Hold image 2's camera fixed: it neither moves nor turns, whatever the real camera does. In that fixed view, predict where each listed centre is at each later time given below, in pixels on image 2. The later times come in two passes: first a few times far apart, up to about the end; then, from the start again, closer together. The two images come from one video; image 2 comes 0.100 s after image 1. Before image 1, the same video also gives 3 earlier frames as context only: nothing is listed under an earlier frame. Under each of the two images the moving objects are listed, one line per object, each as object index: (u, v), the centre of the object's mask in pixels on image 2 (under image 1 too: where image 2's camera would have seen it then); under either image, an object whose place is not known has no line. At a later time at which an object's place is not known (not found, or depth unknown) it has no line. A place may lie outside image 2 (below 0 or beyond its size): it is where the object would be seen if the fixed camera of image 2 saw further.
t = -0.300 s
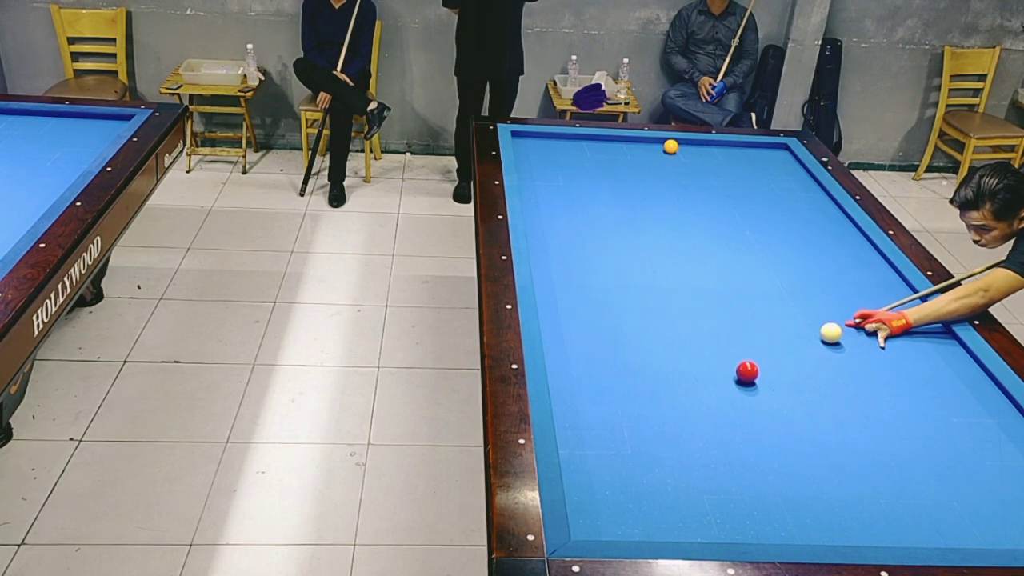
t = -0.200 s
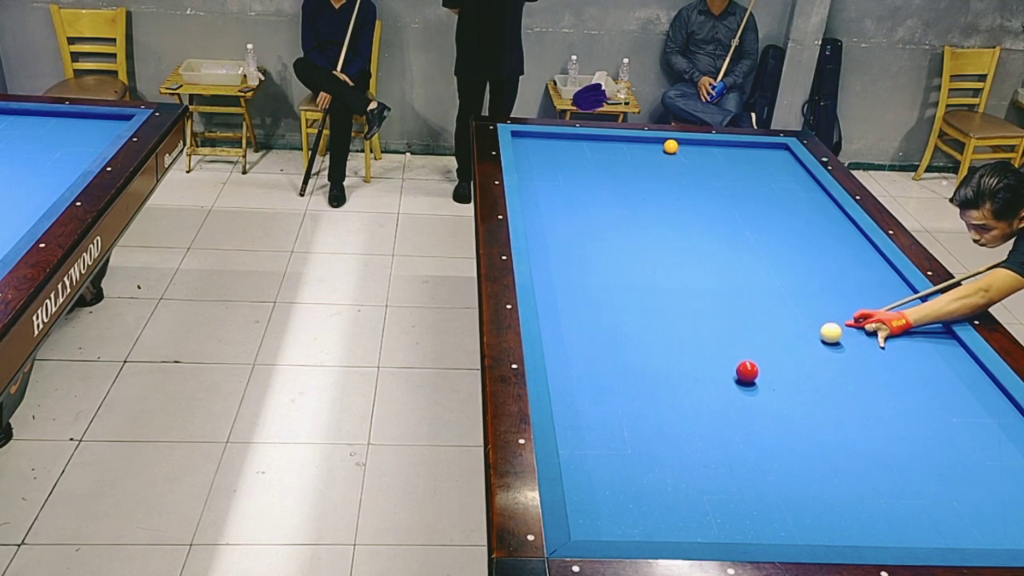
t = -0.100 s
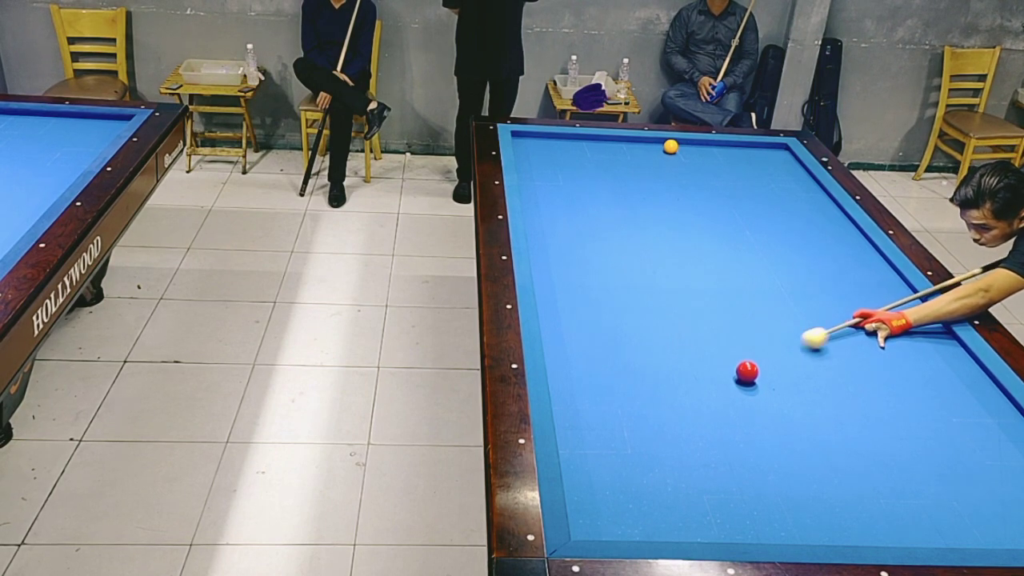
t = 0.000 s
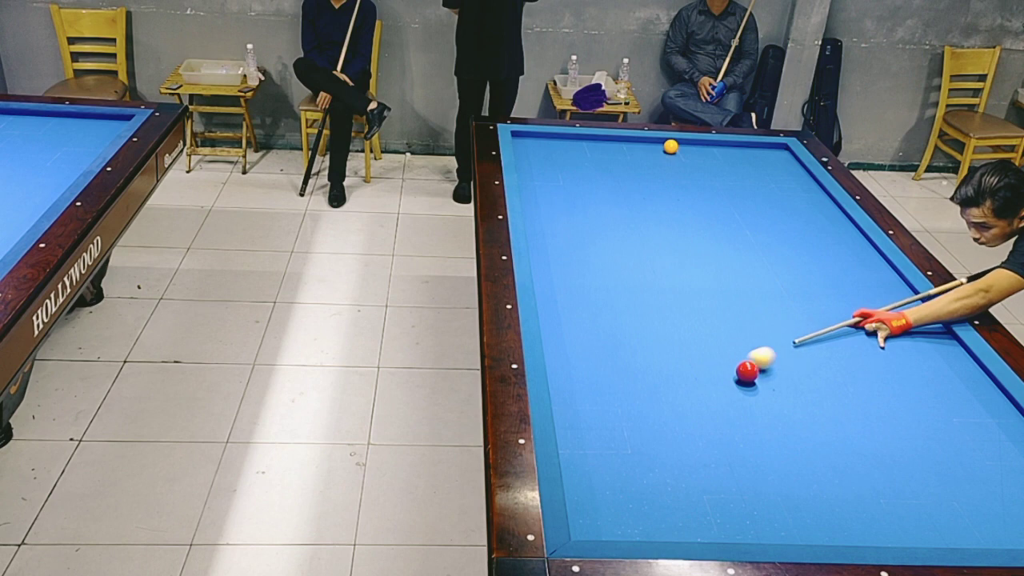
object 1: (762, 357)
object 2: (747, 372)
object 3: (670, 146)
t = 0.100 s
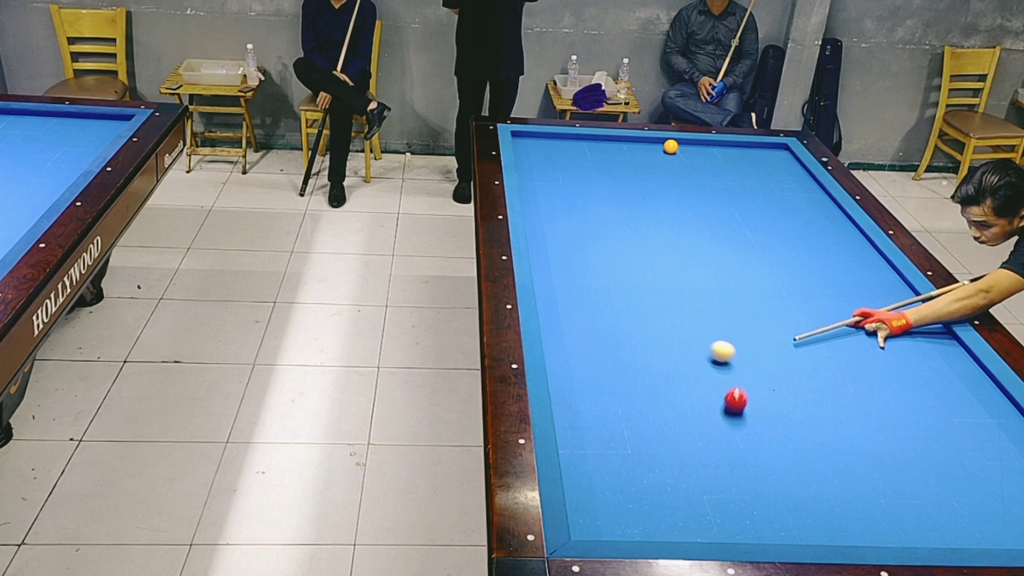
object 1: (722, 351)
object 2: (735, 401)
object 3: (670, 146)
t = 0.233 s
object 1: (686, 339)
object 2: (717, 446)
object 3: (670, 146)
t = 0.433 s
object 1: (639, 322)
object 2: (689, 516)
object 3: (670, 146)
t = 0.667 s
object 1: (589, 303)
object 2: (645, 488)
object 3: (670, 146)
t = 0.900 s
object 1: (543, 286)
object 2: (608, 447)
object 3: (670, 146)
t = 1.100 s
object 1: (559, 267)
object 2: (580, 416)
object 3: (670, 146)
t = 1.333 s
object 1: (576, 247)
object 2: (563, 384)
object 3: (670, 146)
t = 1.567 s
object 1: (591, 230)
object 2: (571, 360)
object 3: (670, 146)
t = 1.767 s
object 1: (603, 216)
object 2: (577, 340)
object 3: (670, 146)
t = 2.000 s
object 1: (616, 201)
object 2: (583, 320)
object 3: (670, 146)
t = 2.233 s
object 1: (627, 187)
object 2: (590, 300)
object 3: (670, 146)
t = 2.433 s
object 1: (636, 177)
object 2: (594, 285)
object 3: (670, 146)
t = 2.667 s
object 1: (647, 165)
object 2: (599, 270)
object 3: (670, 146)
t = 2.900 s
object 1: (656, 154)
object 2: (603, 255)
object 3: (671, 146)
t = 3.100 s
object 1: (658, 147)
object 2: (607, 243)
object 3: (676, 145)
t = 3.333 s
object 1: (653, 141)
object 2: (610, 230)
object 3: (688, 141)
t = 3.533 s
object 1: (657, 142)
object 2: (613, 220)
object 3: (697, 143)
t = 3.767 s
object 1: (664, 146)
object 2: (616, 209)
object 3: (706, 146)
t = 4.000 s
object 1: (671, 149)
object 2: (619, 199)
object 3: (716, 148)
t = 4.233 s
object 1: (677, 152)
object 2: (622, 189)
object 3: (725, 150)
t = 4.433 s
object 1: (683, 154)
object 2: (624, 181)
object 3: (732, 152)
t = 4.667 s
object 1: (689, 157)
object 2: (627, 173)
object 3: (740, 154)
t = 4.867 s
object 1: (694, 159)
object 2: (629, 166)
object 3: (747, 156)
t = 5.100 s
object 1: (699, 161)
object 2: (631, 159)
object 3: (754, 157)
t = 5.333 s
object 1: (704, 163)
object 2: (633, 152)
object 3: (761, 159)
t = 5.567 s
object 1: (709, 165)
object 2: (636, 145)
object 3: (767, 160)
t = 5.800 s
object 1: (714, 167)
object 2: (638, 140)
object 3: (774, 162)
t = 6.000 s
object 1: (717, 168)
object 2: (646, 143)
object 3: (778, 163)
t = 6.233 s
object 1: (721, 170)
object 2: (654, 147)
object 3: (783, 164)
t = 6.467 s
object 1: (724, 171)
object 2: (662, 151)
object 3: (788, 164)
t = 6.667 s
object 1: (727, 172)
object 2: (668, 154)
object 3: (791, 165)
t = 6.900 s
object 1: (729, 173)
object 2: (676, 158)
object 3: (795, 166)
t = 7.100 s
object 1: (731, 173)
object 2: (682, 161)
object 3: (798, 167)
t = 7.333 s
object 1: (733, 174)
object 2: (689, 164)
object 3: (800, 167)
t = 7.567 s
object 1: (734, 175)
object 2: (696, 167)
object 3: (799, 167)
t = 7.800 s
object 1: (735, 175)
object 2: (702, 171)
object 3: (798, 167)
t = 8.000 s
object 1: (735, 175)
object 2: (707, 173)
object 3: (798, 167)
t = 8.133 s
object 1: (735, 175)
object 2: (709, 174)
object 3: (798, 167)
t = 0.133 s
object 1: (712, 348)
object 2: (731, 412)
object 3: (670, 146)
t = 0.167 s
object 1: (702, 345)
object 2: (726, 423)
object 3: (670, 146)
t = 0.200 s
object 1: (694, 342)
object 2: (722, 435)
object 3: (670, 146)
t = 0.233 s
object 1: (686, 339)
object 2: (717, 446)
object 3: (670, 146)
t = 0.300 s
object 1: (670, 333)
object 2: (708, 468)
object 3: (670, 146)
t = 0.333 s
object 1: (662, 330)
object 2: (703, 480)
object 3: (670, 146)
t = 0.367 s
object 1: (655, 327)
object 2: (698, 491)
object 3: (670, 146)
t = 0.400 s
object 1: (647, 325)
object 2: (693, 504)
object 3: (670, 146)
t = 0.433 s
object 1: (639, 322)
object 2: (689, 516)
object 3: (670, 146)
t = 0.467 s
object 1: (632, 319)
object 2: (683, 528)
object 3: (670, 146)
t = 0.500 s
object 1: (625, 316)
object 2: (676, 529)
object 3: (670, 146)
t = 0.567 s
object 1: (610, 311)
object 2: (664, 510)
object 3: (670, 146)
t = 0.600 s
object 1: (603, 308)
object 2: (657, 502)
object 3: (670, 146)
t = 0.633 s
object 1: (596, 306)
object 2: (651, 494)
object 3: (670, 146)
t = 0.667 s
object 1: (589, 303)
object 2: (645, 488)
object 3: (670, 146)
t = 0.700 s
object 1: (582, 301)
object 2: (640, 482)
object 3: (670, 146)
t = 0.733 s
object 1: (575, 298)
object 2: (634, 476)
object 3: (670, 146)
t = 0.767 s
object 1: (568, 296)
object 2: (629, 470)
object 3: (670, 146)
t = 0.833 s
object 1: (555, 291)
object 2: (618, 458)
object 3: (670, 146)
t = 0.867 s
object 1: (548, 288)
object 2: (613, 452)
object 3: (670, 146)
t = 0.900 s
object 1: (543, 286)
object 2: (608, 447)
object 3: (670, 146)
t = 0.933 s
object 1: (546, 282)
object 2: (603, 442)
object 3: (670, 146)
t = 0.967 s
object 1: (549, 279)
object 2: (598, 436)
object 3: (670, 146)
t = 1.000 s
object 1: (552, 276)
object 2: (594, 431)
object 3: (670, 146)
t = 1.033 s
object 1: (554, 273)
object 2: (589, 426)
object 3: (670, 146)
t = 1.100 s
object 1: (559, 267)
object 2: (580, 416)
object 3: (670, 146)
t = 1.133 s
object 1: (562, 264)
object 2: (575, 411)
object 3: (671, 146)
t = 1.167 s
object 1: (564, 261)
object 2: (571, 406)
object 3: (670, 146)
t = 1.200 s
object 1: (566, 258)
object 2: (567, 401)
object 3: (670, 146)
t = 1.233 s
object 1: (569, 256)
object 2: (563, 396)
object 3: (670, 146)
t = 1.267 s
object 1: (571, 253)
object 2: (561, 392)
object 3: (670, 146)
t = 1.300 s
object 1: (574, 250)
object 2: (562, 388)
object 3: (670, 146)
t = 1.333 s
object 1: (576, 247)
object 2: (563, 384)
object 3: (670, 146)
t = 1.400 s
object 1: (580, 242)
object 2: (565, 377)
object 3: (670, 146)
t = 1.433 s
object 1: (583, 240)
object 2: (567, 373)
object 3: (670, 146)
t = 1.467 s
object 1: (585, 237)
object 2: (568, 370)
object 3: (670, 146)
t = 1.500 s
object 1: (587, 235)
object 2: (569, 366)
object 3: (670, 146)
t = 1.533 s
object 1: (589, 232)
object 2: (570, 363)
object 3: (670, 146)
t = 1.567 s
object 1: (591, 230)
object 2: (571, 360)
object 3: (670, 146)
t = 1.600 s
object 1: (593, 227)
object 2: (572, 356)
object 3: (670, 146)
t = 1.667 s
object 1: (597, 222)
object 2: (574, 350)
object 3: (670, 146)
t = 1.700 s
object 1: (599, 220)
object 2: (575, 347)
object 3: (670, 146)
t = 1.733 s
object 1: (601, 218)
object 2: (576, 343)
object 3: (670, 146)
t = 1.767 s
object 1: (603, 216)
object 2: (577, 340)
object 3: (670, 146)
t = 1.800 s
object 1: (605, 213)
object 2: (578, 337)
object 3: (670, 146)
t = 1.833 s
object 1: (606, 211)
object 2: (579, 334)
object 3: (670, 146)
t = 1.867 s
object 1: (608, 209)
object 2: (580, 332)
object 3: (670, 146)
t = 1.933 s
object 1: (612, 205)
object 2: (582, 326)
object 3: (670, 146)
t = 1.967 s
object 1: (614, 203)
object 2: (583, 323)
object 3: (670, 146)
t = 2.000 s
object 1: (616, 201)
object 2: (583, 320)
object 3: (670, 146)
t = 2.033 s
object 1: (617, 199)
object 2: (584, 317)
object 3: (670, 146)
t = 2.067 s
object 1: (619, 197)
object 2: (585, 314)
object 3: (670, 146)
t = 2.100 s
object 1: (621, 195)
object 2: (586, 311)
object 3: (670, 146)
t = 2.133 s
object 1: (622, 193)
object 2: (587, 308)
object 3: (670, 146)
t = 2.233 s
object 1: (627, 187)
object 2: (590, 300)
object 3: (670, 146)
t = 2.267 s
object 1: (629, 186)
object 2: (590, 297)
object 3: (670, 146)
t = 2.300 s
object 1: (631, 184)
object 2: (591, 296)
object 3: (670, 146)
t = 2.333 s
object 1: (632, 182)
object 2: (592, 293)
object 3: (670, 146)
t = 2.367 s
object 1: (634, 180)
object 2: (592, 291)
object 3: (670, 146)
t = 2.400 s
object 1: (635, 178)
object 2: (593, 288)
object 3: (670, 146)
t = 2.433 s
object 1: (636, 177)
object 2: (594, 285)
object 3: (670, 146)
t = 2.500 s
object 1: (639, 173)
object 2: (595, 281)
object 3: (670, 146)
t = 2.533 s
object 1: (641, 171)
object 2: (596, 278)
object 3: (670, 146)
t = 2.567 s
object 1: (642, 170)
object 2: (597, 276)
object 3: (670, 146)
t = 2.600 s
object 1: (644, 168)
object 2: (598, 274)
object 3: (670, 146)
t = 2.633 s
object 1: (645, 167)
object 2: (598, 272)
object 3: (670, 146)
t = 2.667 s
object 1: (647, 165)
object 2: (599, 270)
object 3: (670, 146)
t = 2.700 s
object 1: (648, 163)
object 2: (600, 267)
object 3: (670, 146)
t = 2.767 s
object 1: (651, 160)
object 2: (601, 263)
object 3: (670, 146)
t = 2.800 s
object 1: (652, 159)
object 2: (602, 261)
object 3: (670, 146)
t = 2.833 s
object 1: (653, 157)
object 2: (602, 259)
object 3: (670, 146)
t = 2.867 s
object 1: (655, 156)
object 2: (602, 257)
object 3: (670, 146)
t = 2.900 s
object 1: (656, 154)
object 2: (603, 255)
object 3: (671, 146)
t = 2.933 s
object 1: (657, 153)
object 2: (604, 252)
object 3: (671, 146)
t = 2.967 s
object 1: (658, 151)
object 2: (605, 250)
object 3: (671, 146)
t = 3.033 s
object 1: (659, 149)
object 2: (606, 247)
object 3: (672, 146)
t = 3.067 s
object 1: (658, 148)
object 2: (606, 245)
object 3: (674, 145)
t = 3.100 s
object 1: (658, 147)
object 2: (607, 243)
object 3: (676, 145)
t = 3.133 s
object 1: (657, 146)
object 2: (608, 241)
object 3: (678, 144)
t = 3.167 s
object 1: (656, 145)
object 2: (608, 239)
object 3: (679, 144)
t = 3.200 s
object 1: (655, 144)
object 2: (608, 237)
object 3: (681, 143)
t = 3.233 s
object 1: (655, 143)
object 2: (609, 236)
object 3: (683, 143)
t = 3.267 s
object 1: (654, 142)
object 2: (609, 234)
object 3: (685, 142)
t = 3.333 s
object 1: (653, 141)
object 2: (610, 230)
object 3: (688, 141)
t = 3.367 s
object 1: (652, 140)
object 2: (611, 229)
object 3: (689, 142)
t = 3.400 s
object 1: (653, 141)
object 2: (611, 227)
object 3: (691, 142)
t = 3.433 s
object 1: (654, 141)
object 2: (612, 225)
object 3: (692, 142)
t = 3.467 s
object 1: (655, 142)
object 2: (612, 223)
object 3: (694, 143)
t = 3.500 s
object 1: (656, 142)
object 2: (613, 221)
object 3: (695, 143)
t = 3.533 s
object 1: (657, 142)
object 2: (613, 220)
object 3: (697, 143)
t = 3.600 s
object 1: (659, 143)
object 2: (614, 217)
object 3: (699, 144)
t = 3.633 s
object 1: (660, 144)
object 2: (615, 215)
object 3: (701, 144)
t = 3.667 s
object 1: (661, 144)
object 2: (615, 214)
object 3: (702, 145)
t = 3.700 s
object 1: (662, 145)
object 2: (615, 212)
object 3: (703, 145)
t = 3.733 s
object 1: (663, 145)
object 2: (616, 210)
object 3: (705, 145)
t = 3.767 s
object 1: (664, 146)
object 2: (616, 209)
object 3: (706, 146)
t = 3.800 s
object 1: (665, 146)
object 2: (617, 208)
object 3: (708, 146)
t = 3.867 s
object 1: (667, 147)
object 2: (617, 204)
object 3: (710, 147)
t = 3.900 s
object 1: (668, 147)
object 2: (618, 203)
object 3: (712, 147)
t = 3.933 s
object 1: (669, 148)
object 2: (618, 202)
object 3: (713, 147)
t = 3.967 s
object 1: (670, 148)
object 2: (619, 200)
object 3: (714, 148)
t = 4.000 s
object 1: (671, 149)
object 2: (619, 199)
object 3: (716, 148)
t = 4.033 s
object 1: (672, 149)
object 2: (619, 197)
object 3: (717, 148)
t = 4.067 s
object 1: (673, 149)
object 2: (620, 196)
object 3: (718, 149)
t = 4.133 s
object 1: (674, 150)
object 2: (621, 193)
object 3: (721, 149)
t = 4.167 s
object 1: (675, 151)
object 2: (621, 192)
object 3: (722, 150)
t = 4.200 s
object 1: (676, 151)
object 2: (621, 190)
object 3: (723, 150)
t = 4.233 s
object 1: (677, 152)
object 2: (622, 189)
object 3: (725, 150)
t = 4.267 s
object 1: (678, 152)
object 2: (622, 188)
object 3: (726, 150)
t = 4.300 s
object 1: (679, 152)
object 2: (622, 187)
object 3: (727, 151)
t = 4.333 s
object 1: (680, 153)
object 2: (623, 185)
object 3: (728, 151)
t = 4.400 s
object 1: (682, 154)
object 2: (623, 183)
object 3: (731, 152)
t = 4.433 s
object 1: (683, 154)
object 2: (624, 181)
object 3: (732, 152)
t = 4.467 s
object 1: (684, 154)
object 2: (624, 180)
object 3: (733, 152)
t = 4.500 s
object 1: (684, 155)
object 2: (625, 179)
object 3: (734, 152)
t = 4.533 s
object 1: (685, 155)
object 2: (625, 178)
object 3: (736, 153)
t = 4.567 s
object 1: (686, 155)
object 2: (625, 177)
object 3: (737, 153)
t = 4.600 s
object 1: (687, 156)
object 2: (626, 175)
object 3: (738, 153)
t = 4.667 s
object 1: (689, 157)
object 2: (627, 173)
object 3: (740, 154)
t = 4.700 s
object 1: (689, 157)
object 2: (627, 172)
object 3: (741, 154)
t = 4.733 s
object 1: (690, 157)
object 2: (627, 171)
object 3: (742, 155)
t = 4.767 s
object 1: (691, 158)
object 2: (628, 169)
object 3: (744, 155)
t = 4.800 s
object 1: (692, 158)
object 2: (628, 168)
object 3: (745, 155)
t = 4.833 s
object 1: (693, 158)
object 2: (628, 167)
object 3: (746, 155)
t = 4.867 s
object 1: (694, 159)
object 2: (629, 166)
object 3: (747, 156)
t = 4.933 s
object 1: (696, 160)
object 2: (630, 163)
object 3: (750, 156)
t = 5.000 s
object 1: (697, 160)
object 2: (630, 162)
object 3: (751, 156)
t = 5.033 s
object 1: (697, 160)
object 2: (631, 161)
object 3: (752, 157)
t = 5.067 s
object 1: (698, 161)
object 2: (631, 160)
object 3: (753, 157)
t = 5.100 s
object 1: (699, 161)
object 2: (631, 159)
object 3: (754, 157)
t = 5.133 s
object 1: (700, 161)
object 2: (631, 158)
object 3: (755, 157)
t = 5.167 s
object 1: (701, 162)
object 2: (632, 157)
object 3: (756, 158)
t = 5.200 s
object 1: (701, 162)
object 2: (632, 155)
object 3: (757, 158)
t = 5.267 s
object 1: (703, 163)
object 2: (633, 153)
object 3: (759, 158)
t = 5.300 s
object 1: (704, 163)
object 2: (633, 152)
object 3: (760, 159)
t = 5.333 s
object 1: (704, 163)
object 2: (633, 152)
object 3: (761, 159)
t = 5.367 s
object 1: (705, 163)
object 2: (634, 150)
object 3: (762, 159)
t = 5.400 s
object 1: (706, 164)
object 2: (634, 150)
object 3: (763, 159)
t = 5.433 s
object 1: (706, 164)
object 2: (634, 149)
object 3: (764, 159)
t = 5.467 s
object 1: (707, 164)
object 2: (634, 148)
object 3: (765, 160)
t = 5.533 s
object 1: (708, 165)
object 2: (635, 146)
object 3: (767, 160)
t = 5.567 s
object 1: (709, 165)
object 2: (636, 145)
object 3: (767, 160)
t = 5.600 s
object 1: (710, 166)
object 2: (636, 144)
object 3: (768, 160)
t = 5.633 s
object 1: (710, 166)
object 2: (636, 143)
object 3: (769, 161)
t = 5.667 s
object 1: (711, 166)
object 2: (637, 142)
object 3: (770, 161)
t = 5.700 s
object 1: (711, 166)
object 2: (637, 141)
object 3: (771, 161)
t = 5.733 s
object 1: (712, 167)
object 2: (637, 141)
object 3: (772, 161)
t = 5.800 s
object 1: (714, 167)
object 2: (638, 140)
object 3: (774, 162)
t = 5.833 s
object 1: (714, 167)
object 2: (640, 141)
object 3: (774, 162)
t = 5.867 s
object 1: (715, 168)
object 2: (641, 141)
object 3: (775, 162)
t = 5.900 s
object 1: (715, 168)
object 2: (642, 142)
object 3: (776, 162)
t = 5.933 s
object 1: (716, 168)
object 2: (643, 142)
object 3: (777, 162)
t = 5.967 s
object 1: (716, 168)
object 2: (645, 143)
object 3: (778, 162)
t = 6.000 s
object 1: (717, 168)
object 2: (646, 143)
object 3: (778, 163)
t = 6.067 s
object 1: (718, 169)
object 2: (648, 145)
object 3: (780, 163)
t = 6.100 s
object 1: (719, 169)
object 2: (649, 145)
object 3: (781, 163)
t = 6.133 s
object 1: (719, 169)
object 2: (650, 146)
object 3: (781, 163)
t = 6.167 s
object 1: (720, 170)
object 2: (651, 146)
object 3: (782, 163)
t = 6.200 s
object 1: (720, 170)
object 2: (653, 147)
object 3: (783, 163)
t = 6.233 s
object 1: (721, 170)
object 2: (654, 147)
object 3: (783, 164)
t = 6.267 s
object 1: (721, 170)
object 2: (655, 148)
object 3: (784, 164)
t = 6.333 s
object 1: (722, 171)
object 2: (657, 149)
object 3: (785, 164)
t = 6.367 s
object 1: (723, 171)
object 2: (658, 149)
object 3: (786, 164)
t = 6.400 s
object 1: (723, 171)
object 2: (659, 150)
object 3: (787, 164)
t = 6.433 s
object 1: (724, 171)
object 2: (660, 151)
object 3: (787, 165)
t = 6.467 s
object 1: (724, 171)
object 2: (662, 151)
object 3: (788, 164)
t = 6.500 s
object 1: (725, 171)
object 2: (663, 152)
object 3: (789, 165)
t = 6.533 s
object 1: (725, 171)
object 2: (664, 152)
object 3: (789, 165)
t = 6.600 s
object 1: (726, 172)
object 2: (666, 153)
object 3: (790, 165)
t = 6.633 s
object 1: (726, 172)
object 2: (667, 154)
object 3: (791, 165)
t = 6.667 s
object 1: (727, 172)
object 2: (668, 154)
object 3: (791, 165)
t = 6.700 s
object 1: (727, 172)
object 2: (669, 155)
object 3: (792, 165)
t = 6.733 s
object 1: (728, 172)
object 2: (670, 155)
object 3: (793, 165)
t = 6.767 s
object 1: (728, 173)
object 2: (671, 156)
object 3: (793, 166)
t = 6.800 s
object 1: (728, 173)
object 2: (672, 156)
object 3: (794, 166)
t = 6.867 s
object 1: (729, 173)
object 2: (675, 157)
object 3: (795, 166)
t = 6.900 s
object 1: (729, 173)
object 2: (676, 158)
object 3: (795, 166)
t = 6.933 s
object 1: (730, 173)
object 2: (677, 159)
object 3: (796, 166)
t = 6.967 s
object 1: (730, 173)
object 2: (678, 159)
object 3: (796, 166)
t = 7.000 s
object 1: (730, 173)
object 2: (679, 159)
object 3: (797, 166)
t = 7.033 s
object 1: (731, 173)
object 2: (680, 160)
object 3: (797, 166)
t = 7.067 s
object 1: (731, 173)
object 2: (681, 161)
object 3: (798, 166)
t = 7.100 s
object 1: (731, 173)
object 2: (682, 161)
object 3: (798, 167)
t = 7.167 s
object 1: (732, 174)
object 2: (684, 162)
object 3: (799, 167)
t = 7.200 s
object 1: (732, 174)
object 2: (685, 162)
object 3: (799, 167)
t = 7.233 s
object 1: (732, 174)
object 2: (686, 163)
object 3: (800, 167)
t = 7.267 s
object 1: (732, 174)
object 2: (687, 163)
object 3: (800, 167)
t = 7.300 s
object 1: (733, 174)
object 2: (688, 164)
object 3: (800, 167)
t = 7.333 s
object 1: (733, 174)
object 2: (689, 164)
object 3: (800, 167)
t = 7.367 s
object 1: (733, 174)
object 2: (690, 165)
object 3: (799, 167)
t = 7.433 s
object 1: (733, 174)
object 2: (692, 166)
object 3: (799, 167)
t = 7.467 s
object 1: (734, 174)
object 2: (693, 166)
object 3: (799, 167)
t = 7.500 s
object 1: (734, 174)
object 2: (694, 167)
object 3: (799, 167)
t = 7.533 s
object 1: (734, 175)
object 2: (695, 167)
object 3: (799, 167)
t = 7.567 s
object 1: (734, 175)
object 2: (696, 167)
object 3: (799, 167)
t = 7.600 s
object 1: (734, 174)
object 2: (696, 168)
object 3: (798, 167)
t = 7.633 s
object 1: (734, 175)
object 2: (697, 168)
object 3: (798, 167)
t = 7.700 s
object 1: (734, 175)
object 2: (699, 169)
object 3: (798, 167)
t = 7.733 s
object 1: (735, 175)
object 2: (700, 170)
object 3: (798, 167)
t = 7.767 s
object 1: (735, 175)
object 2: (701, 170)
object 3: (798, 167)
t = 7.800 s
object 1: (735, 175)
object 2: (702, 171)
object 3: (798, 167)
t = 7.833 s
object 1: (735, 175)
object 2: (703, 171)
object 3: (798, 167)
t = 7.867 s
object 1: (735, 175)
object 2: (704, 171)
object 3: (798, 167)
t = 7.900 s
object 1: (735, 175)
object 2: (705, 172)
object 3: (798, 167)
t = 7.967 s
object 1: (735, 175)
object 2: (706, 172)
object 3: (798, 167)
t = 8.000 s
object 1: (735, 175)
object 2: (707, 173)
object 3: (798, 167)
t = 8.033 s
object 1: (735, 175)
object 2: (708, 173)
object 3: (798, 167)
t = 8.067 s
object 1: (735, 175)
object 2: (709, 174)
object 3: (798, 167)
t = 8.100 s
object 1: (735, 175)
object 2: (709, 174)
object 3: (798, 167)
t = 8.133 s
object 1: (735, 175)
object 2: (709, 174)
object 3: (798, 167)
